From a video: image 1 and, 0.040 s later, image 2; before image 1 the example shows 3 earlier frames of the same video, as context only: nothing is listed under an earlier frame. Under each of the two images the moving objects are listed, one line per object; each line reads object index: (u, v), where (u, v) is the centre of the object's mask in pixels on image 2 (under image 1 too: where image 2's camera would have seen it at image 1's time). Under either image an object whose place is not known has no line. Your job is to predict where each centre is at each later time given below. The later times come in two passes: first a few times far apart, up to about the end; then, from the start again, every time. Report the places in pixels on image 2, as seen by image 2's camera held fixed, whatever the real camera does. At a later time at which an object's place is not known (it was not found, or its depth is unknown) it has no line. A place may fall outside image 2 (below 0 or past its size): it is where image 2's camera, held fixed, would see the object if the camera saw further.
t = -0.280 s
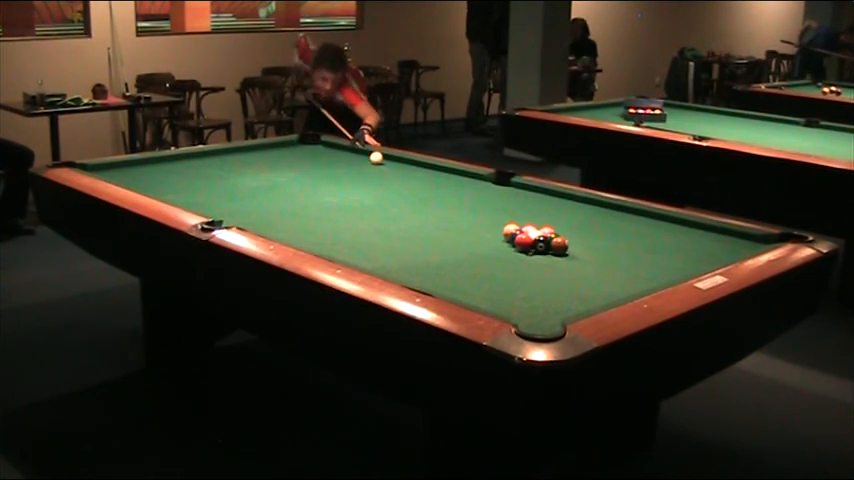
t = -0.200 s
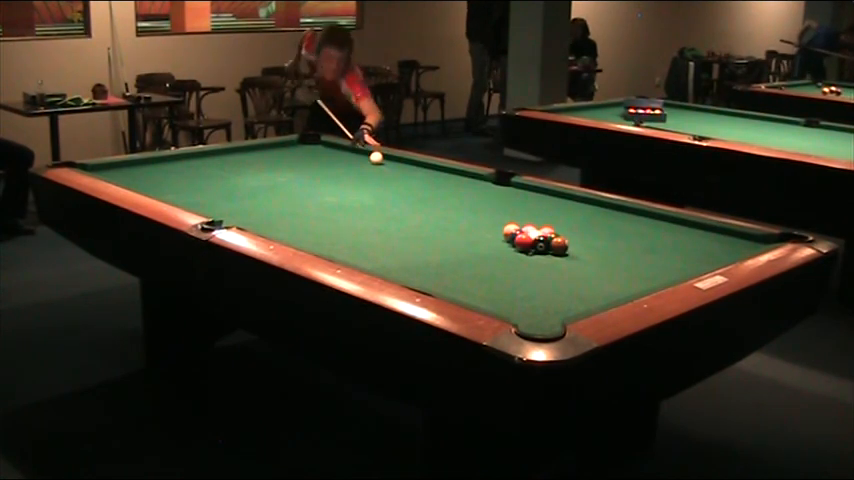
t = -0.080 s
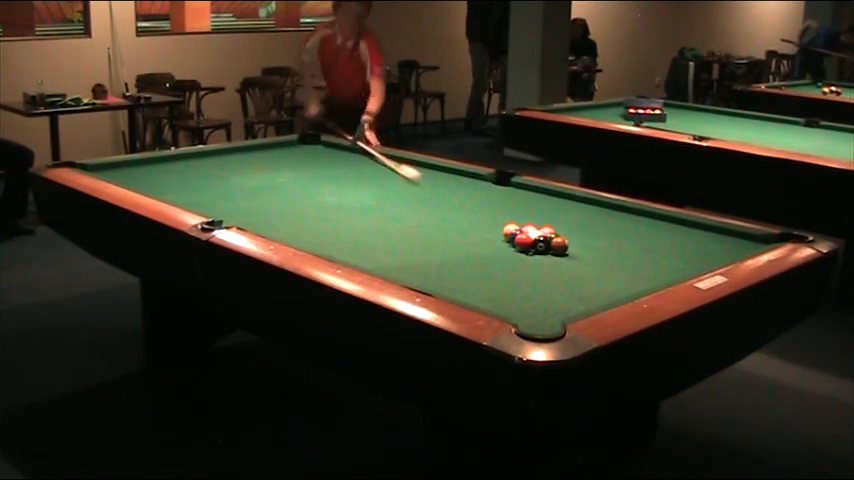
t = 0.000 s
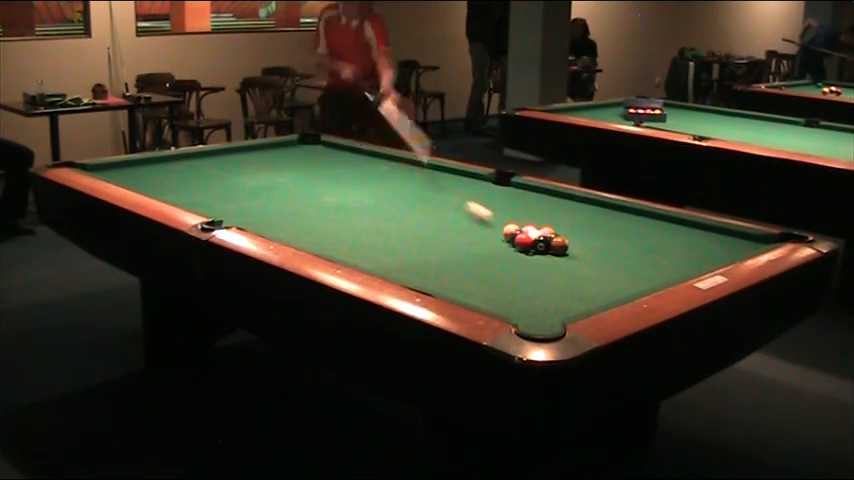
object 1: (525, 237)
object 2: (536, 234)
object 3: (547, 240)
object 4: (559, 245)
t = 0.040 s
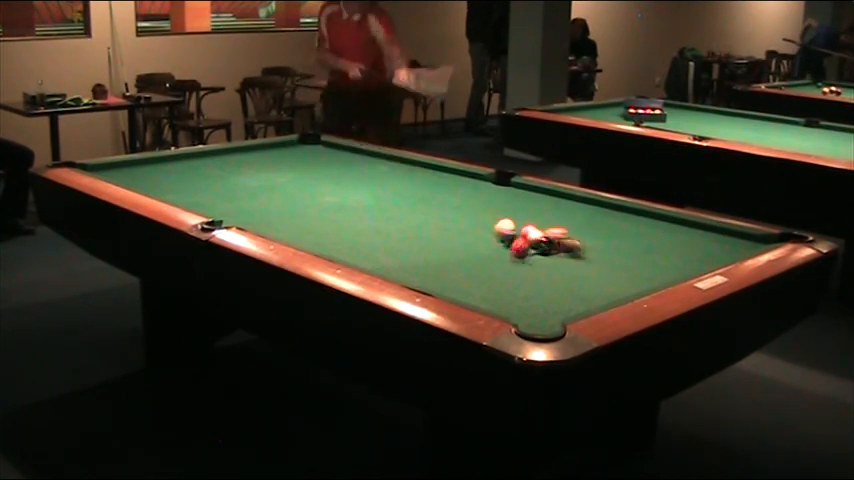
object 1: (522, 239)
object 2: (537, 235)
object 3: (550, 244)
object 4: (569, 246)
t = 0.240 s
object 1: (584, 296)
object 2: (540, 238)
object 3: (569, 255)
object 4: (683, 259)
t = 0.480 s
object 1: (663, 256)
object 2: (544, 238)
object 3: (599, 268)
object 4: (607, 244)
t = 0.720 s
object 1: (692, 223)
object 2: (547, 238)
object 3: (631, 282)
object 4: (536, 231)
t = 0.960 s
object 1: (582, 219)
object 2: (548, 238)
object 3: (627, 284)
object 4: (477, 220)
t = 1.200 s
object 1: (478, 216)
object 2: (548, 238)
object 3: (599, 279)
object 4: (422, 207)
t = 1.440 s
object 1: (445, 208)
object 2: (548, 238)
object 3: (573, 275)
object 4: (370, 199)
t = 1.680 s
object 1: (431, 200)
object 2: (548, 238)
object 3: (548, 270)
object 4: (324, 192)
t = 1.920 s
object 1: (418, 193)
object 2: (548, 238)
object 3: (527, 266)
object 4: (281, 185)
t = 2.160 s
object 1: (406, 186)
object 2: (548, 238)
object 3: (507, 263)
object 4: (242, 178)
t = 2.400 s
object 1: (396, 181)
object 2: (548, 238)
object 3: (489, 260)
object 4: (207, 172)
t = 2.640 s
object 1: (386, 175)
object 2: (548, 238)
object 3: (472, 256)
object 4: (175, 167)
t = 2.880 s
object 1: (377, 170)
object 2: (548, 238)
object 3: (458, 254)
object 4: (145, 160)
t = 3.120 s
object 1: (368, 166)
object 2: (548, 238)
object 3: (444, 251)
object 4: (146, 163)
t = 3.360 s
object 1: (361, 162)
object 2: (548, 238)
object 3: (433, 249)
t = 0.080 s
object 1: (509, 267)
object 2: (536, 238)
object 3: (551, 247)
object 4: (609, 253)
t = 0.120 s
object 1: (497, 291)
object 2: (538, 239)
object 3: (555, 249)
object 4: (643, 259)
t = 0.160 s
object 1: (500, 303)
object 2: (538, 238)
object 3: (559, 251)
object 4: (677, 264)
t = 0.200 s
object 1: (544, 301)
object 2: (539, 238)
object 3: (563, 252)
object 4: (696, 263)
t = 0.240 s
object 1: (584, 296)
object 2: (540, 238)
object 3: (569, 255)
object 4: (683, 259)
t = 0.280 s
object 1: (620, 290)
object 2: (541, 238)
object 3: (574, 257)
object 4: (670, 255)
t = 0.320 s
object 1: (634, 283)
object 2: (541, 238)
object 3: (579, 259)
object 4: (657, 253)
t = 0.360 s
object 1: (643, 277)
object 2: (542, 238)
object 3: (584, 262)
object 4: (644, 251)
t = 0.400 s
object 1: (651, 269)
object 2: (543, 238)
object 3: (589, 264)
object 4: (632, 249)
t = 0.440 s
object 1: (657, 262)
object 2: (543, 238)
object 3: (594, 266)
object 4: (619, 247)
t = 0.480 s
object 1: (663, 256)
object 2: (544, 238)
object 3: (599, 268)
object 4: (607, 244)
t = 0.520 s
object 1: (669, 250)
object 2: (544, 238)
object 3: (605, 270)
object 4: (595, 242)
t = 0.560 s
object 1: (674, 244)
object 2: (545, 238)
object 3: (610, 273)
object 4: (584, 240)
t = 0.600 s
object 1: (679, 238)
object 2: (545, 238)
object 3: (615, 275)
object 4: (572, 238)
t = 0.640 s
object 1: (683, 233)
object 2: (546, 238)
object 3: (621, 277)
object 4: (563, 235)
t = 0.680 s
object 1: (688, 228)
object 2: (546, 238)
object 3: (626, 279)
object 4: (555, 231)
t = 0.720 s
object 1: (692, 223)
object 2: (547, 238)
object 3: (631, 282)
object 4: (536, 231)
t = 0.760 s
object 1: (677, 222)
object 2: (547, 238)
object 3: (636, 283)
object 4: (528, 229)
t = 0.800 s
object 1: (656, 221)
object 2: (547, 238)
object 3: (641, 283)
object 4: (518, 228)
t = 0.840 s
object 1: (637, 221)
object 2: (547, 238)
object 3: (642, 283)
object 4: (507, 225)
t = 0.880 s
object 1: (618, 220)
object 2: (548, 238)
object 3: (637, 284)
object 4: (498, 224)
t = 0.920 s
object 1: (599, 220)
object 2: (548, 238)
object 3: (632, 284)
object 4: (487, 222)
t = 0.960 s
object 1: (582, 219)
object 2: (548, 238)
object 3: (627, 284)
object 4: (477, 220)
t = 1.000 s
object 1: (565, 218)
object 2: (548, 238)
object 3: (622, 283)
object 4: (468, 218)
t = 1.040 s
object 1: (545, 215)
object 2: (549, 238)
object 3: (618, 283)
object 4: (458, 217)
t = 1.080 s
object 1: (530, 217)
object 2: (548, 238)
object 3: (613, 282)
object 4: (449, 215)
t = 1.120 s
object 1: (513, 217)
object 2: (548, 238)
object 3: (608, 281)
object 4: (440, 214)
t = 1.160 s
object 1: (496, 216)
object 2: (548, 238)
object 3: (603, 280)
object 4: (431, 212)
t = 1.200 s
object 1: (478, 216)
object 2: (548, 238)
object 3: (599, 279)
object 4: (422, 207)
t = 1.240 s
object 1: (461, 215)
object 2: (548, 238)
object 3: (594, 278)
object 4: (412, 208)
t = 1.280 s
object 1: (445, 214)
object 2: (548, 238)
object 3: (590, 277)
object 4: (404, 207)
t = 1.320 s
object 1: (445, 213)
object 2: (548, 238)
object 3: (586, 277)
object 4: (395, 205)
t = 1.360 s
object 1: (446, 211)
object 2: (548, 238)
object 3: (581, 276)
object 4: (386, 203)
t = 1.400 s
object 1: (446, 210)
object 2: (548, 238)
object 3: (577, 276)
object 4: (378, 201)
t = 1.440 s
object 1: (445, 208)
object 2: (548, 238)
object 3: (573, 275)
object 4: (370, 199)
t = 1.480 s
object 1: (443, 207)
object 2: (548, 238)
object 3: (569, 274)
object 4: (362, 198)
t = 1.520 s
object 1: (441, 206)
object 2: (548, 238)
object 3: (565, 273)
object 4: (354, 197)
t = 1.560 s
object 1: (438, 204)
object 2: (548, 238)
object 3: (561, 272)
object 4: (347, 197)
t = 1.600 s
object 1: (436, 203)
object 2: (548, 238)
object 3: (557, 272)
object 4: (339, 195)
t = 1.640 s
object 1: (433, 201)
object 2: (548, 238)
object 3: (552, 271)
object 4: (331, 194)
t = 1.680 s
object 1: (431, 200)
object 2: (548, 238)
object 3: (548, 270)
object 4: (324, 192)
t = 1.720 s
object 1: (429, 199)
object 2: (548, 238)
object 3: (545, 270)
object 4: (316, 191)
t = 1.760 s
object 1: (427, 197)
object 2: (548, 238)
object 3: (541, 269)
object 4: (309, 190)
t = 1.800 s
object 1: (424, 196)
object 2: (548, 238)
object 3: (538, 268)
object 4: (302, 189)
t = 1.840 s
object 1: (422, 195)
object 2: (548, 238)
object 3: (534, 268)
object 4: (295, 187)
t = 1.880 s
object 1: (420, 194)
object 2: (548, 238)
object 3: (530, 267)
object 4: (288, 187)
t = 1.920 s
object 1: (418, 193)
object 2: (548, 238)
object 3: (527, 266)
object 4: (281, 185)
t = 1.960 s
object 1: (416, 192)
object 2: (548, 238)
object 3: (523, 266)
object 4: (274, 184)
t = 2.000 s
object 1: (414, 190)
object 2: (548, 238)
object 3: (520, 266)
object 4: (268, 183)
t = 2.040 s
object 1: (412, 189)
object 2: (548, 238)
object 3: (517, 265)
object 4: (261, 181)
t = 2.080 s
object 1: (410, 188)
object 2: (548, 238)
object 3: (513, 264)
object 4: (255, 181)
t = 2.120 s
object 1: (408, 187)
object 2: (548, 238)
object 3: (510, 263)
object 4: (248, 179)
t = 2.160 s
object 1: (406, 186)
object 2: (548, 238)
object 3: (507, 263)
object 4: (242, 178)
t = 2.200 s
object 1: (405, 185)
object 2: (548, 238)
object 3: (504, 262)
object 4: (237, 177)
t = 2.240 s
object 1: (403, 184)
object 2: (548, 238)
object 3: (501, 262)
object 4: (230, 176)
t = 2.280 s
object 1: (401, 183)
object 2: (548, 238)
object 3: (498, 261)
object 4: (224, 175)
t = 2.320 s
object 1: (399, 182)
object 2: (548, 238)
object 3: (495, 260)
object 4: (219, 174)
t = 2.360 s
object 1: (398, 181)
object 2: (548, 238)
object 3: (492, 260)
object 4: (213, 173)
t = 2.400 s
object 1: (396, 181)
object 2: (548, 238)
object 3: (489, 260)
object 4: (207, 172)
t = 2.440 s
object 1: (394, 179)
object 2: (548, 238)
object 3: (486, 259)
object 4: (201, 171)
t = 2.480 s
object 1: (392, 178)
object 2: (548, 238)
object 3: (483, 258)
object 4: (196, 170)
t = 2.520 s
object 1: (391, 177)
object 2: (548, 238)
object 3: (480, 258)
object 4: (191, 169)
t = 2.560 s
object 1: (389, 176)
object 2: (548, 238)
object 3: (478, 257)
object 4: (185, 168)
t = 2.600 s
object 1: (388, 175)
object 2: (548, 238)
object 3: (475, 257)
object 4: (180, 167)
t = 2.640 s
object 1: (386, 175)
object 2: (548, 238)
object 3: (472, 256)
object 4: (175, 167)
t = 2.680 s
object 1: (385, 174)
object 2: (548, 238)
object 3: (470, 256)
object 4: (170, 166)
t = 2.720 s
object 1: (383, 173)
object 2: (548, 238)
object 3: (468, 255)
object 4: (165, 164)
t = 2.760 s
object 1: (382, 172)
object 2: (548, 238)
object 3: (465, 255)
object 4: (160, 163)
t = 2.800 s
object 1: (380, 171)
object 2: (548, 238)
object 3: (462, 255)
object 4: (155, 162)
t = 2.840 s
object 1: (378, 171)
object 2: (548, 238)
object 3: (460, 254)
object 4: (150, 161)
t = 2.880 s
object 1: (377, 170)
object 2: (548, 238)
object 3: (458, 254)
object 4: (145, 160)
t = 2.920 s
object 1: (375, 169)
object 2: (548, 238)
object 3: (455, 253)
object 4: (142, 160)
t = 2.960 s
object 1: (374, 168)
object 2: (548, 238)
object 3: (453, 253)
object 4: (143, 160)
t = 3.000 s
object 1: (373, 168)
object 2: (548, 238)
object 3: (451, 252)
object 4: (143, 161)
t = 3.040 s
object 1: (372, 167)
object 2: (548, 238)
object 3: (448, 252)
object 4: (143, 161)
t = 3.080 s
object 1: (370, 166)
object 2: (548, 238)
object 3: (446, 251)
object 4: (144, 161)
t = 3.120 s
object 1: (368, 166)
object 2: (548, 238)
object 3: (444, 251)
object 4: (146, 163)
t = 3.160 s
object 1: (368, 165)
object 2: (548, 238)
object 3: (442, 251)
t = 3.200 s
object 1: (366, 165)
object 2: (548, 238)
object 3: (440, 251)
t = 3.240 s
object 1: (365, 164)
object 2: (548, 238)
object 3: (438, 250)
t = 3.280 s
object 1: (364, 163)
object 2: (548, 238)
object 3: (437, 249)
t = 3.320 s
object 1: (362, 162)
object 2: (548, 238)
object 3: (435, 249)
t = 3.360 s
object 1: (361, 162)
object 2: (548, 238)
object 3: (433, 249)
